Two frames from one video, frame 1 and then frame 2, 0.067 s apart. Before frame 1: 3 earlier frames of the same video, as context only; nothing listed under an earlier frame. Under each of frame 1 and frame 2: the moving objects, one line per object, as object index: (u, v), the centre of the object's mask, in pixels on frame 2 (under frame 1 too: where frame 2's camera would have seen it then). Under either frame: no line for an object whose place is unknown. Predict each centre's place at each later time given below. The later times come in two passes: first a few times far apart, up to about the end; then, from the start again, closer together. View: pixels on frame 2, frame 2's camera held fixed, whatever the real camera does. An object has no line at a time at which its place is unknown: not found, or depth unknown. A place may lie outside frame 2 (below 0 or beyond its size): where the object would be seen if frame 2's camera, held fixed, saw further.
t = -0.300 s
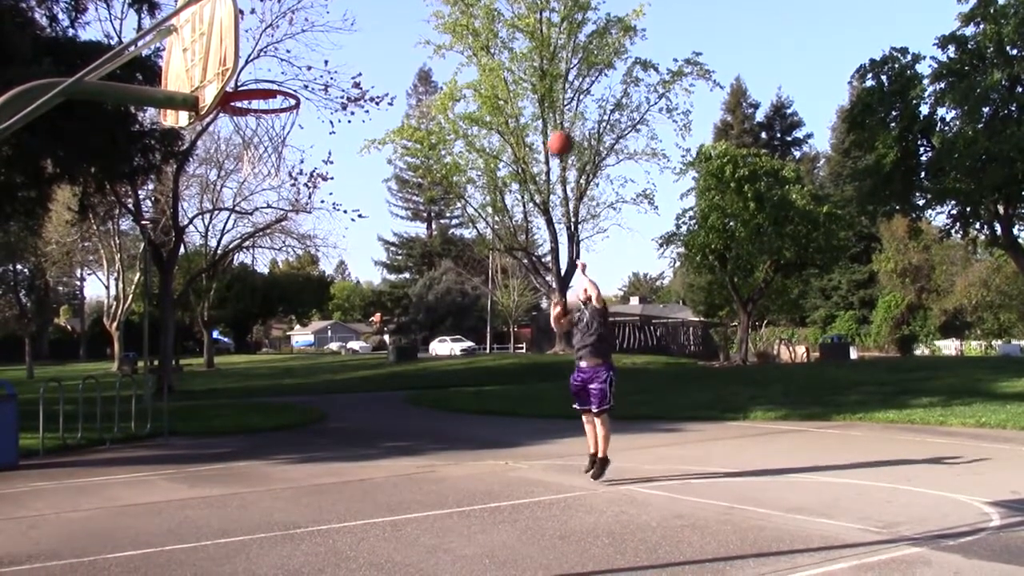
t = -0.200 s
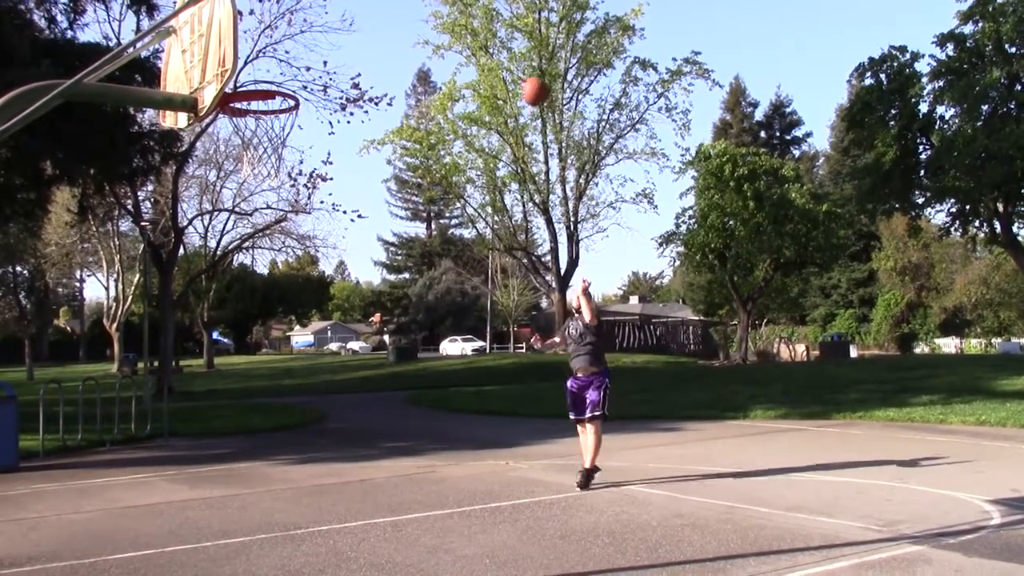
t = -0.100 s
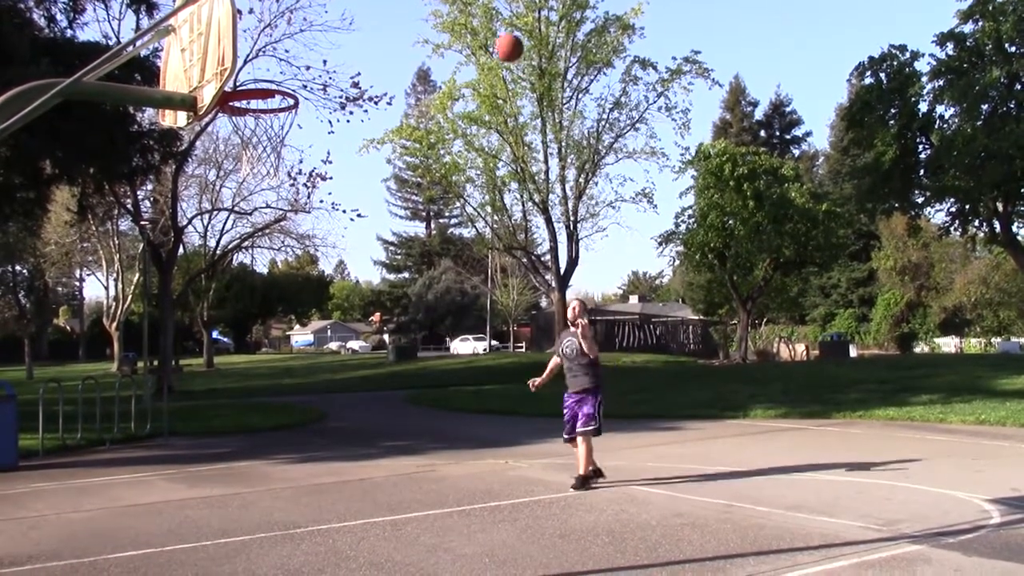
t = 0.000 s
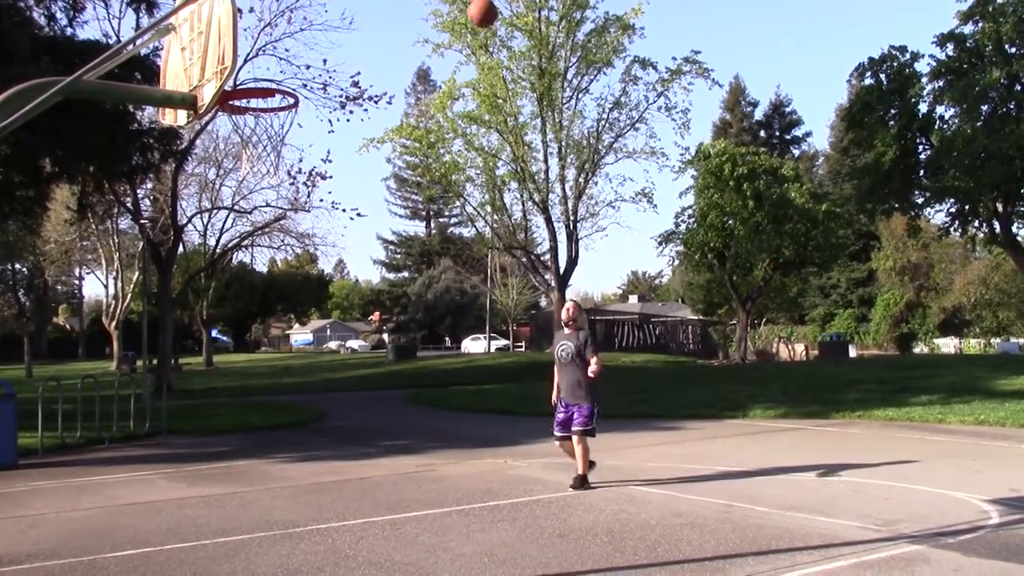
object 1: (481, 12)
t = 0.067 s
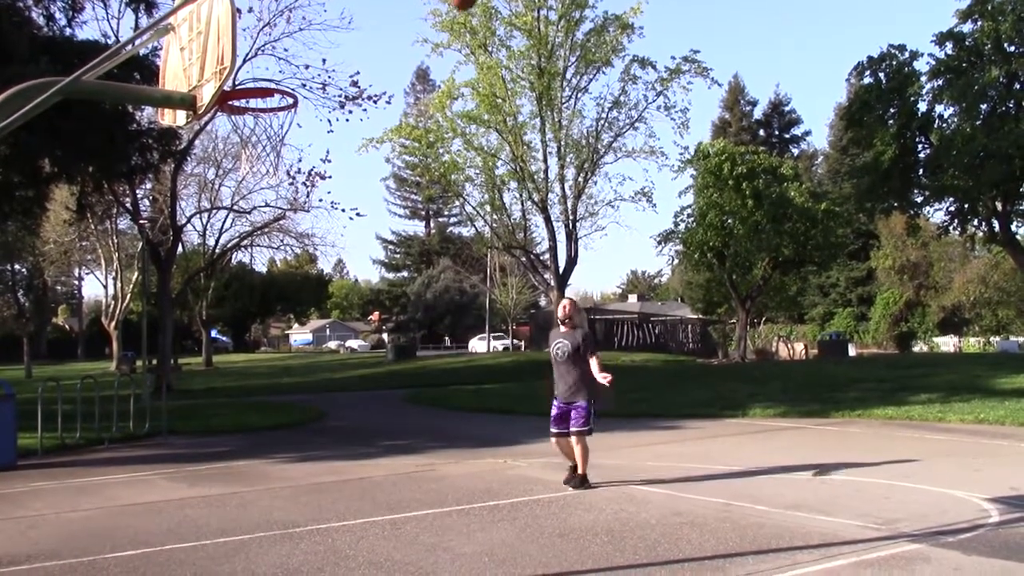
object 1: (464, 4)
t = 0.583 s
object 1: (286, 45)
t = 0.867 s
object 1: (264, 227)
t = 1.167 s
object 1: (286, 496)
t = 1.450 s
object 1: (319, 389)
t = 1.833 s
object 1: (368, 305)
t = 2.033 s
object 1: (392, 334)
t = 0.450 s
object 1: (338, 7)
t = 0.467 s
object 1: (333, 9)
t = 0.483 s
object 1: (326, 11)
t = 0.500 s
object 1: (319, 14)
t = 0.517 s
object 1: (313, 17)
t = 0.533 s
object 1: (306, 21)
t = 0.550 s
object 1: (299, 29)
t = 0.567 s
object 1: (293, 37)
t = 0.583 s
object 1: (286, 45)
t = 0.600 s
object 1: (279, 54)
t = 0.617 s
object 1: (272, 63)
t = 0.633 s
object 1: (265, 72)
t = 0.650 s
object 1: (258, 83)
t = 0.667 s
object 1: (251, 94)
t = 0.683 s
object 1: (251, 112)
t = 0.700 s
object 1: (250, 117)
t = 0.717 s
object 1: (251, 128)
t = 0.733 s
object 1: (253, 138)
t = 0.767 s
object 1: (256, 162)
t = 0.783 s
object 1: (256, 172)
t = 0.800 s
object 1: (258, 182)
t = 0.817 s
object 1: (260, 193)
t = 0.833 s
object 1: (262, 204)
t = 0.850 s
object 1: (263, 215)
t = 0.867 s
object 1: (264, 227)
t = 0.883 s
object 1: (265, 238)
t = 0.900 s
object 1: (266, 251)
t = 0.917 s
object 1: (267, 265)
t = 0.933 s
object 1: (269, 278)
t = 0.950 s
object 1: (270, 290)
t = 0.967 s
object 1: (271, 304)
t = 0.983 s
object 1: (272, 317)
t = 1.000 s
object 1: (274, 332)
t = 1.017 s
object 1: (275, 347)
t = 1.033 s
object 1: (276, 362)
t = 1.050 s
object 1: (277, 379)
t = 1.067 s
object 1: (277, 394)
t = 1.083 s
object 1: (278, 410)
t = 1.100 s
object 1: (278, 425)
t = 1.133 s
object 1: (283, 461)
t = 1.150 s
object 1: (285, 478)
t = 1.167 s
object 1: (286, 496)
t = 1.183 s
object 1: (286, 514)
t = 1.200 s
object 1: (288, 532)
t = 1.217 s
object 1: (289, 548)
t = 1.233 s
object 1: (292, 535)
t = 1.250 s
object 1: (295, 520)
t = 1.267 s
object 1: (297, 507)
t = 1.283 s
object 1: (299, 494)
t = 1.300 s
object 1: (301, 481)
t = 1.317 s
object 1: (303, 469)
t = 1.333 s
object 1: (305, 457)
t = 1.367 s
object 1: (307, 435)
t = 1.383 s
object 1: (309, 424)
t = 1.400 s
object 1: (314, 415)
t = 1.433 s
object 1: (317, 397)
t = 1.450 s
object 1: (319, 389)
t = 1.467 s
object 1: (321, 381)
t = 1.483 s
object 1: (326, 373)
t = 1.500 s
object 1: (328, 366)
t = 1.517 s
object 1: (330, 359)
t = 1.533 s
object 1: (333, 353)
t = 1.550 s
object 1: (334, 345)
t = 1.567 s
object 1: (337, 342)
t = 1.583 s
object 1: (339, 336)
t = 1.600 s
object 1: (341, 332)
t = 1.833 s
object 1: (368, 305)
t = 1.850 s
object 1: (370, 305)
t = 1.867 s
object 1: (371, 306)
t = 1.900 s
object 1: (374, 310)
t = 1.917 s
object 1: (376, 311)
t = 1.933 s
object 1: (380, 313)
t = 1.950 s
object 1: (380, 315)
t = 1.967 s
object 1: (384, 320)
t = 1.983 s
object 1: (385, 322)
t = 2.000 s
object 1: (386, 326)
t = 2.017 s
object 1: (389, 330)
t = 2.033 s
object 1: (392, 334)
